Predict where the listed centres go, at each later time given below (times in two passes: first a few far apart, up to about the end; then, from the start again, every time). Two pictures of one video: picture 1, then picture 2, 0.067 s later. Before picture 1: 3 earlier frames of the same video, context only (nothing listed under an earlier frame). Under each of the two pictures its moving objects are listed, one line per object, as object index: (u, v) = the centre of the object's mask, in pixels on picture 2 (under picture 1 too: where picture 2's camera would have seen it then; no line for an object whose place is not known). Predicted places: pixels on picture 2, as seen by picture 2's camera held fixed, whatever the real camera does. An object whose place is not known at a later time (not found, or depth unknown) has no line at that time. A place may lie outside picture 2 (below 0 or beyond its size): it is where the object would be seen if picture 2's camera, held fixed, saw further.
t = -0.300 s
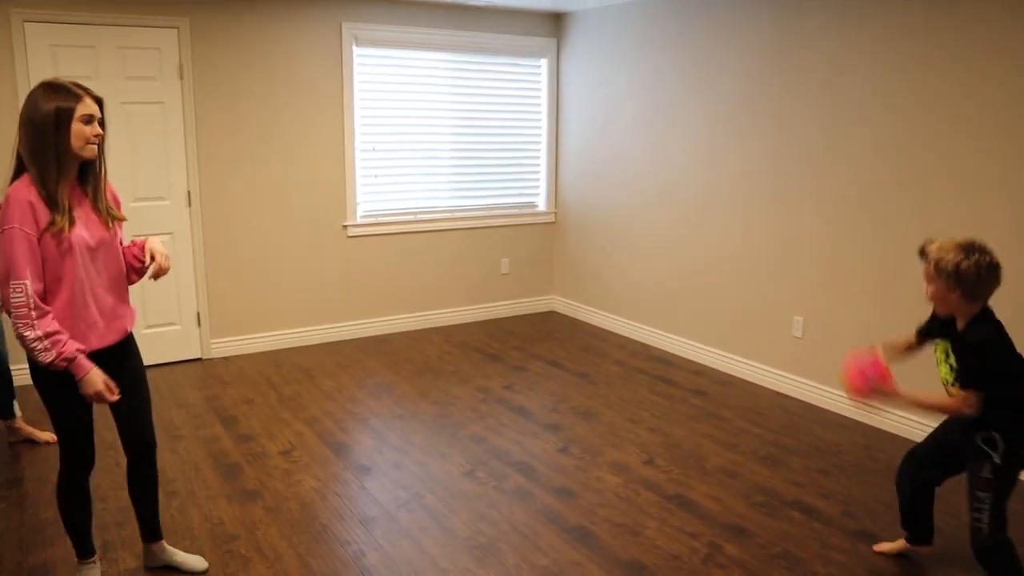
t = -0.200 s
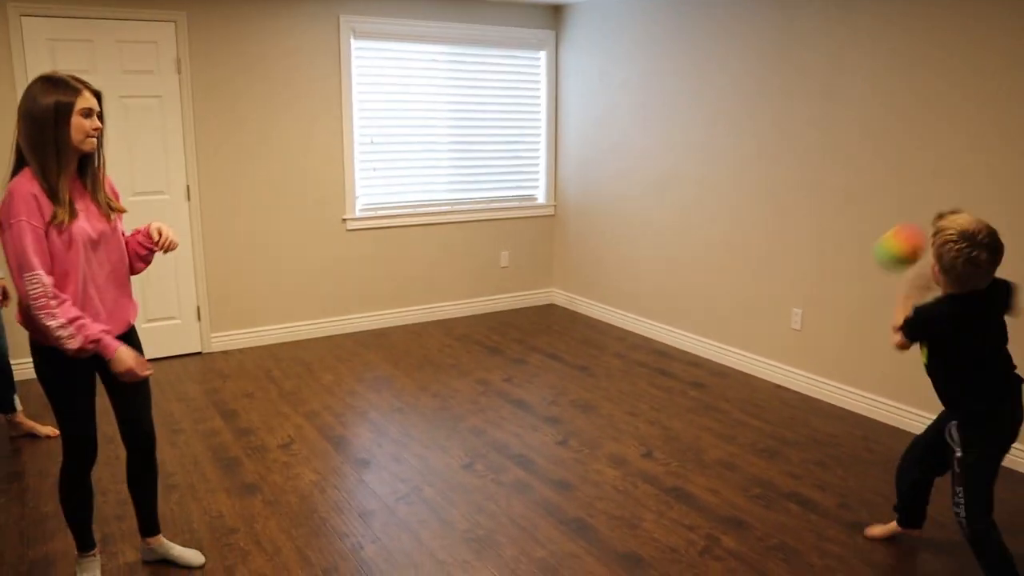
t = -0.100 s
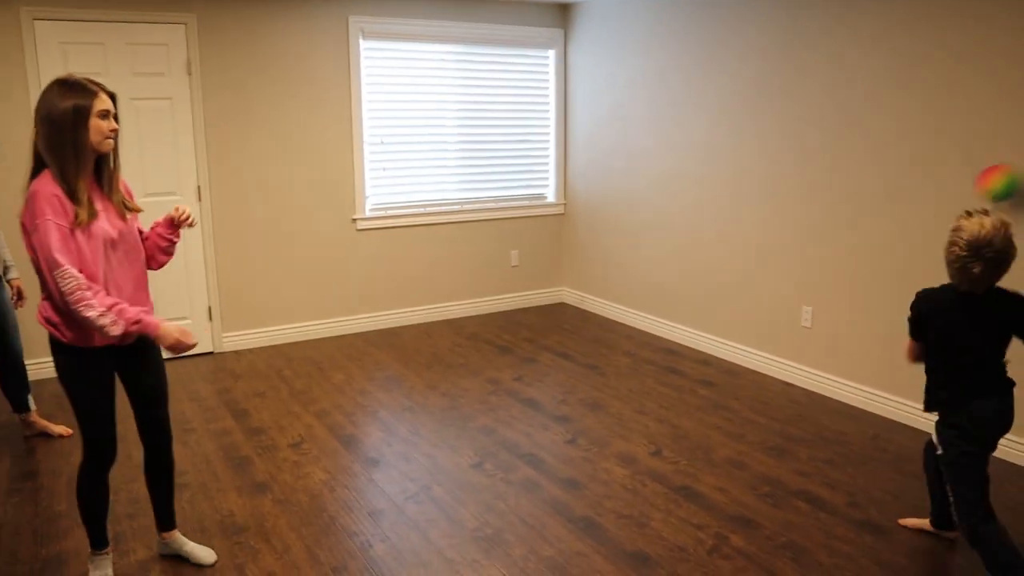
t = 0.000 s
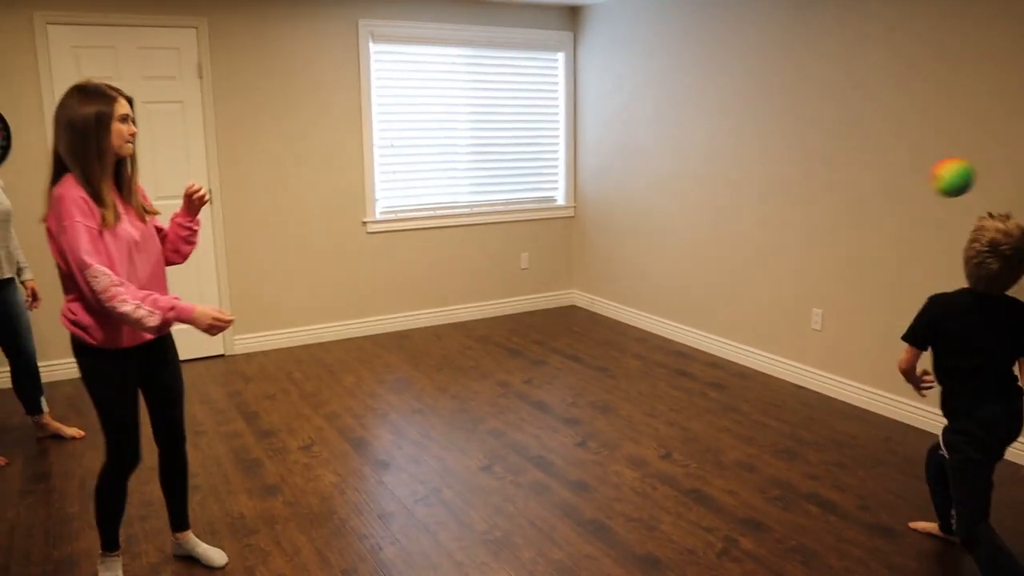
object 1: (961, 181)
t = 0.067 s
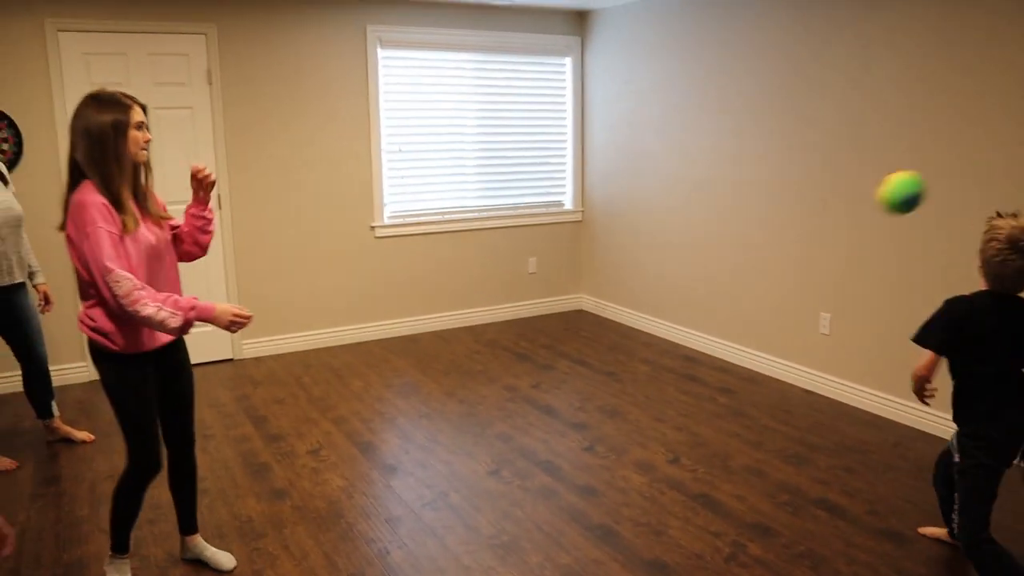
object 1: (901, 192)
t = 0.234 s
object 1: (702, 294)
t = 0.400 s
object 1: (417, 538)
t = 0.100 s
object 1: (866, 202)
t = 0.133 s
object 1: (830, 217)
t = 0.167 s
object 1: (791, 238)
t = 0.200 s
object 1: (748, 263)
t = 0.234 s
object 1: (702, 294)
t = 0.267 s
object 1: (648, 331)
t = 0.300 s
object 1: (597, 375)
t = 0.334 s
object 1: (539, 426)
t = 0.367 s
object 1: (479, 483)
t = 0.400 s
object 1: (417, 538)
